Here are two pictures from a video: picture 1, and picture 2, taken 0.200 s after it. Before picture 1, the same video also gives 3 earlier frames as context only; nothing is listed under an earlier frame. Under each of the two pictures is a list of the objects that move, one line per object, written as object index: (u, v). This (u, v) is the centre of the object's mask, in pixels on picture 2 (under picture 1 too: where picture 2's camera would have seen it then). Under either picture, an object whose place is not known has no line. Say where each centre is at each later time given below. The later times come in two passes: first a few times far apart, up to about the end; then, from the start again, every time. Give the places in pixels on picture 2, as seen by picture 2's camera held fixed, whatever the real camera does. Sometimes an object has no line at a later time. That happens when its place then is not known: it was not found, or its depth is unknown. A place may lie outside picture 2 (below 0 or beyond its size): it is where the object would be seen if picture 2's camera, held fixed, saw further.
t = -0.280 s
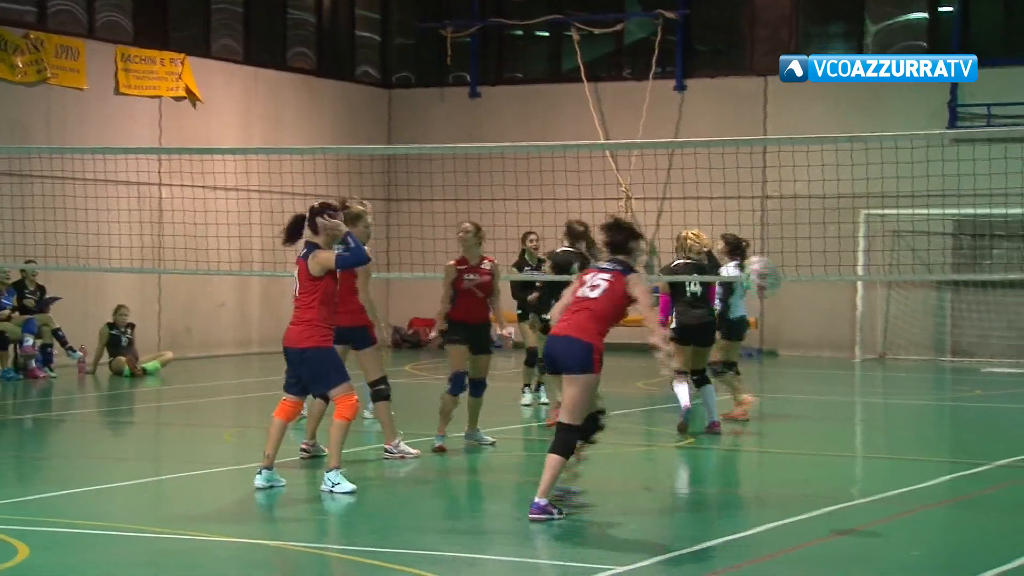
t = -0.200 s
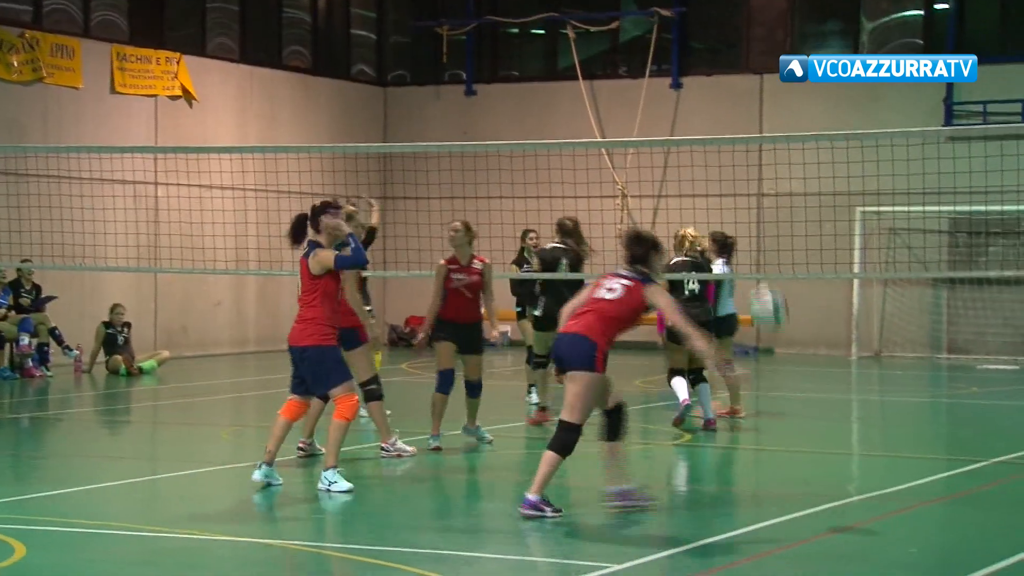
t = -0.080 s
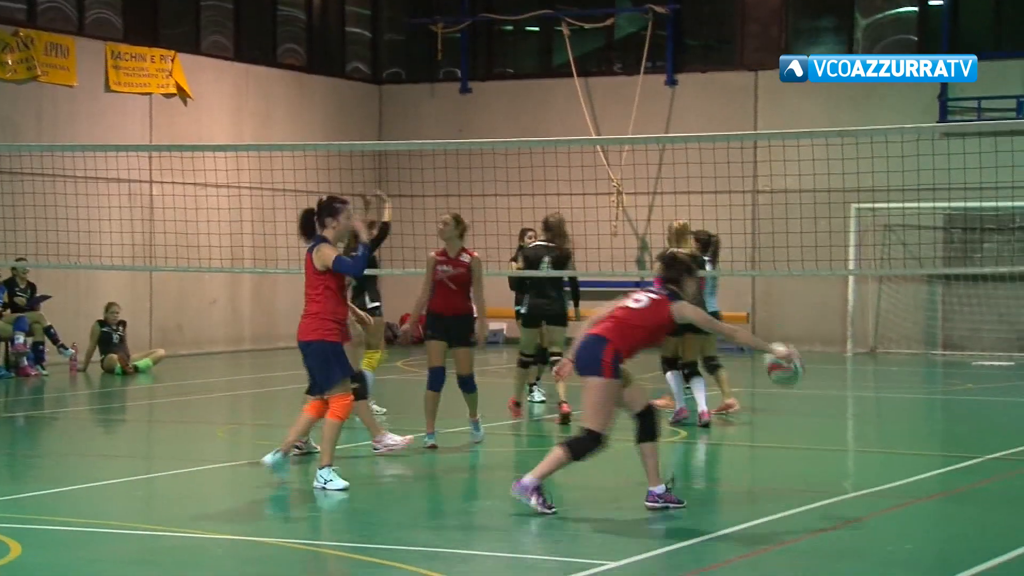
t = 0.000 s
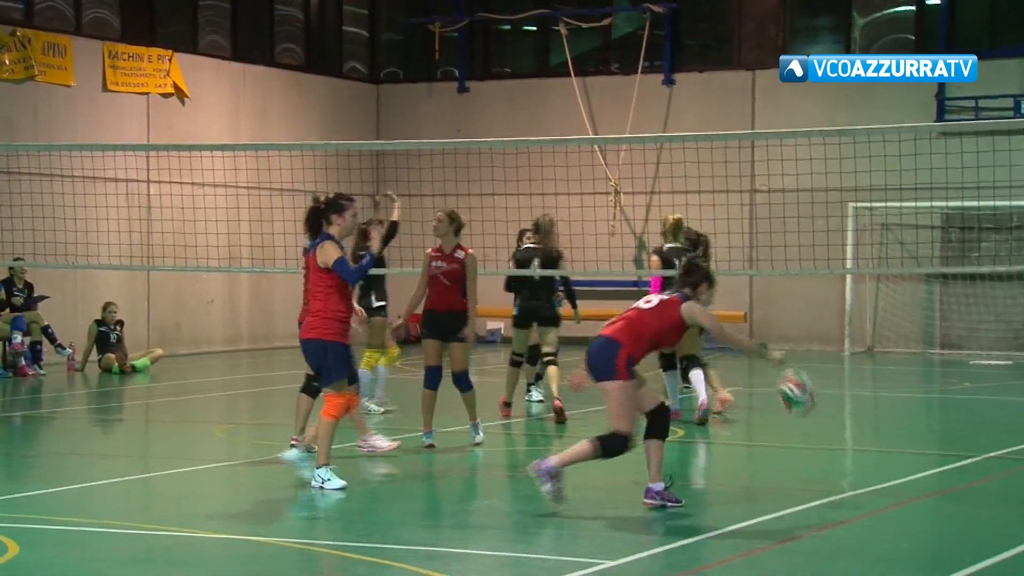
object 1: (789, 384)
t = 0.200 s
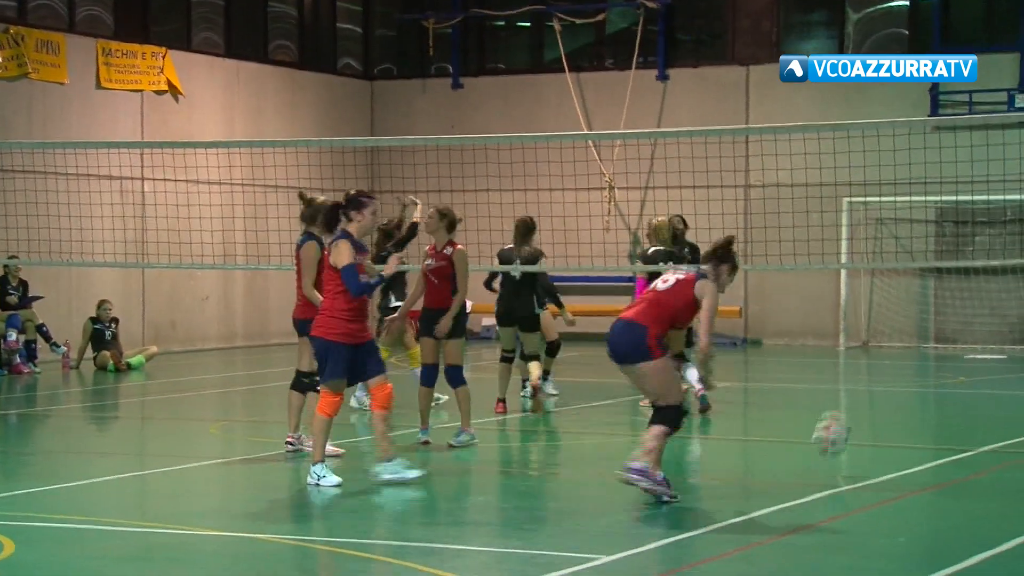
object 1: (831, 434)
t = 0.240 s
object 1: (840, 417)
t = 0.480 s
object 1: (880, 364)
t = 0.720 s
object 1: (918, 399)
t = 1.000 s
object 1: (958, 381)
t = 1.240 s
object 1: (986, 383)
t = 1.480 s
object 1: (1010, 391)
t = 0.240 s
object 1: (840, 417)
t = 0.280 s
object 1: (847, 401)
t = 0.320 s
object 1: (852, 389)
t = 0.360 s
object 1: (860, 379)
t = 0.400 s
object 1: (867, 371)
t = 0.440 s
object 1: (875, 366)
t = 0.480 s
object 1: (880, 364)
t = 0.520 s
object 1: (887, 363)
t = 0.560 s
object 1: (893, 366)
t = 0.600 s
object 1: (899, 371)
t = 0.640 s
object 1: (906, 377)
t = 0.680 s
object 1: (912, 387)
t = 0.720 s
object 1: (918, 399)
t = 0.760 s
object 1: (924, 413)
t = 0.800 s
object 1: (930, 429)
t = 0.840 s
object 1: (936, 425)
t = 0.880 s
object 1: (942, 411)
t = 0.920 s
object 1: (946, 399)
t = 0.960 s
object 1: (952, 390)
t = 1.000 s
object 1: (958, 381)
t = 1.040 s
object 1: (962, 376)
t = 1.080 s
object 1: (967, 373)
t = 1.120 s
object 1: (971, 372)
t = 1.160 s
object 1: (977, 374)
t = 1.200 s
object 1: (982, 379)
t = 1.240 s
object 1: (986, 383)
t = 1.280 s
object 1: (990, 392)
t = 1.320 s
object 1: (994, 402)
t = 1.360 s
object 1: (1000, 416)
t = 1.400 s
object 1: (1005, 414)
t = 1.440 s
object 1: (1008, 401)
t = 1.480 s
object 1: (1010, 391)
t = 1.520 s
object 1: (1013, 385)
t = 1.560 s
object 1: (1015, 380)
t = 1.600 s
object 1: (1017, 378)
